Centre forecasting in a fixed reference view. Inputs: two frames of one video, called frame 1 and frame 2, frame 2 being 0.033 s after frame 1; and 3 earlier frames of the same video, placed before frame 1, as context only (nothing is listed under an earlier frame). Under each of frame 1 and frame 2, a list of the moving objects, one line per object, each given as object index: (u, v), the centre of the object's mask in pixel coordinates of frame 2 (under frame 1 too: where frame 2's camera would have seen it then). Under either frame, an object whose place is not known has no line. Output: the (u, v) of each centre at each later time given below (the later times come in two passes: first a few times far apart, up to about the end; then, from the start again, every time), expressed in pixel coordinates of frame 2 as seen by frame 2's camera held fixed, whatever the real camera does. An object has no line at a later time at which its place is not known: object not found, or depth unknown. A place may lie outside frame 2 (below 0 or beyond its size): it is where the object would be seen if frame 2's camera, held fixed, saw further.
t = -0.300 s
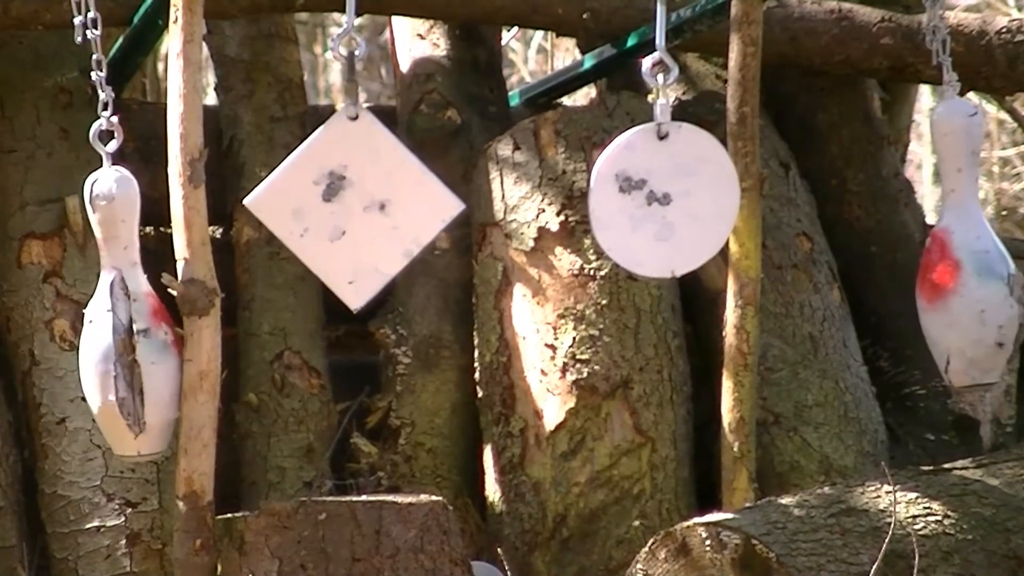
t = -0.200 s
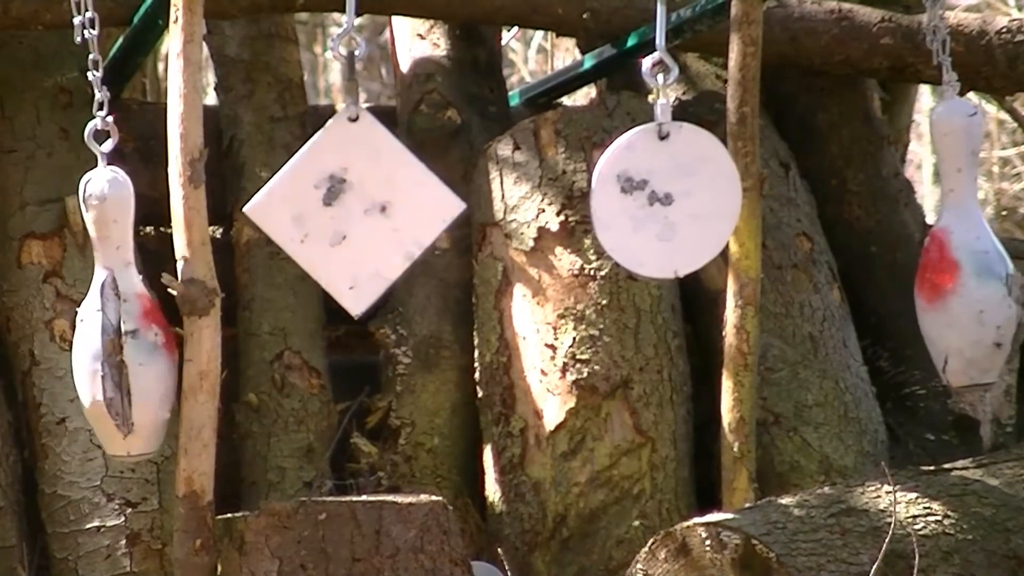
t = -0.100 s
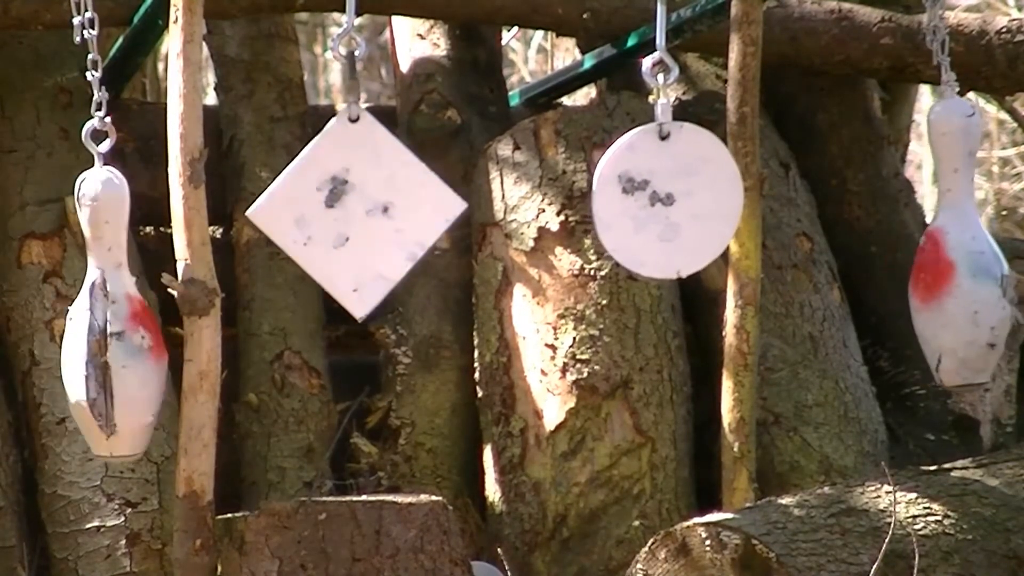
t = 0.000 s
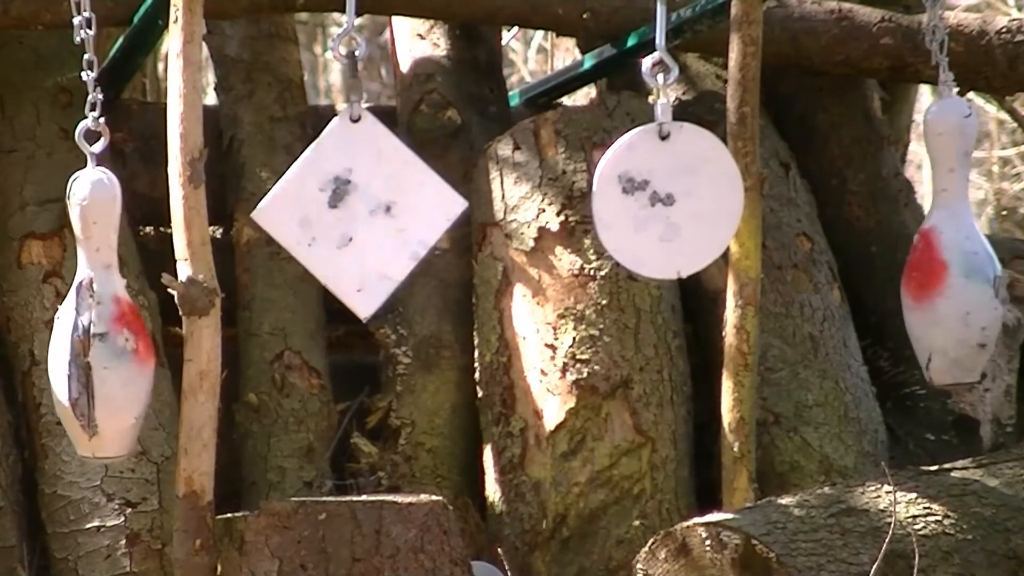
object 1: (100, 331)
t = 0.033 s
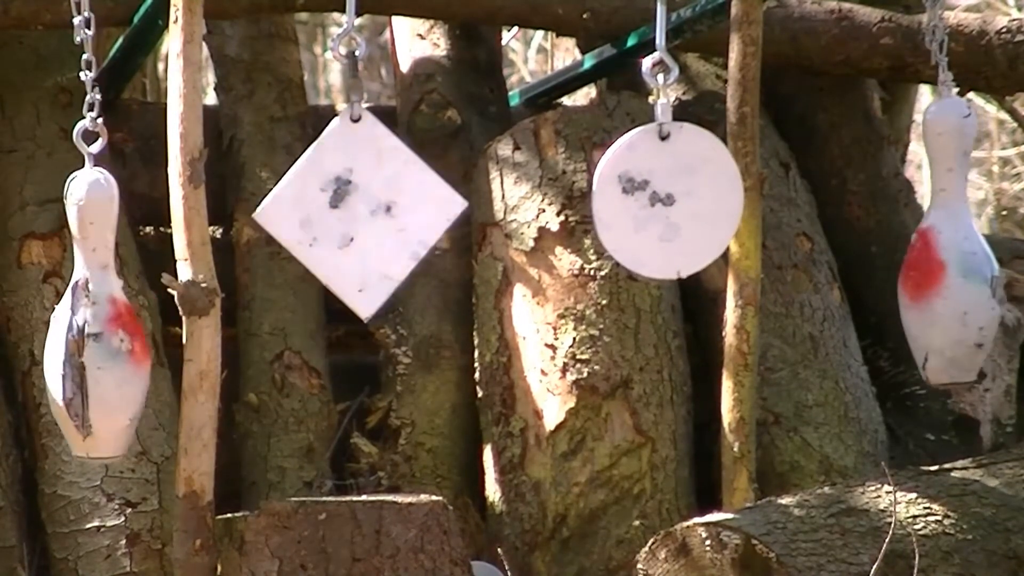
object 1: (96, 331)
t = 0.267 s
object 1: (75, 334)
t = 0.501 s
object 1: (78, 335)
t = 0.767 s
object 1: (104, 335)
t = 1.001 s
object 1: (124, 331)
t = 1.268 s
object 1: (119, 329)
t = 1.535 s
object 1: (92, 330)
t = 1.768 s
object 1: (74, 333)
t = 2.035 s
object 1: (81, 335)
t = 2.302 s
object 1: (109, 333)
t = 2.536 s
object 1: (124, 329)
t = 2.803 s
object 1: (114, 329)
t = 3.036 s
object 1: (89, 330)
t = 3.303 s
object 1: (74, 334)
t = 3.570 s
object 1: (87, 335)
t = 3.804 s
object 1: (111, 333)
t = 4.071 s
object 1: (124, 329)
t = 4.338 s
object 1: (108, 329)
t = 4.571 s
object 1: (85, 331)
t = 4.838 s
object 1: (75, 334)
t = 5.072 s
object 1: (90, 335)
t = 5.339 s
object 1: (116, 332)
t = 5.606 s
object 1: (123, 330)
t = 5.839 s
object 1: (105, 329)
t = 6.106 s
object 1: (80, 332)
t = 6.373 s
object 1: (78, 334)
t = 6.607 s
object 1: (97, 334)
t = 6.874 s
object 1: (120, 331)
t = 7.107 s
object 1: (121, 330)
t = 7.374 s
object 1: (99, 330)
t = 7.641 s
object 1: (77, 333)
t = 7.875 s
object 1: (79, 334)
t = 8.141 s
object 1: (103, 333)
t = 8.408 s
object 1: (123, 330)
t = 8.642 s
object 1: (118, 329)
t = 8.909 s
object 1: (91, 330)
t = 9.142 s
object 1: (74, 333)
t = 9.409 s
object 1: (83, 334)
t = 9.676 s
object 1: (110, 333)
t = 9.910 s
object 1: (125, 330)
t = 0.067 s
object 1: (92, 332)
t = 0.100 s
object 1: (89, 332)
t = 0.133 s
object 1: (85, 332)
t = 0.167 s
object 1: (82, 332)
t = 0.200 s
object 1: (79, 333)
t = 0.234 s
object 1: (77, 334)
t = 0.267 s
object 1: (75, 334)
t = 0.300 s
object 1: (74, 334)
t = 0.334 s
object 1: (73, 334)
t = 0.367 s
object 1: (73, 334)
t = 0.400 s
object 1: (73, 335)
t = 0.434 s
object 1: (74, 335)
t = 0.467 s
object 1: (76, 335)
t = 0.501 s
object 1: (78, 335)
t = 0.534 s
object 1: (80, 335)
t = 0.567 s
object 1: (83, 336)
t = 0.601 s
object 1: (86, 336)
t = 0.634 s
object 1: (89, 336)
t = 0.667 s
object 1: (93, 335)
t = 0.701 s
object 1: (97, 335)
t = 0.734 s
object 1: (100, 335)
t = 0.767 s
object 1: (104, 335)
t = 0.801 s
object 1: (108, 334)
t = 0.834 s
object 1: (111, 333)
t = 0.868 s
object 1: (114, 332)
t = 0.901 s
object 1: (117, 333)
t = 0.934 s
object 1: (120, 332)
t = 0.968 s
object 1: (122, 332)
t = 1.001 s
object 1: (124, 331)
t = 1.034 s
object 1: (125, 330)
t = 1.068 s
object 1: (125, 329)
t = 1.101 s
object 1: (126, 329)
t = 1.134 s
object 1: (125, 329)
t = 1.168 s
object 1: (125, 329)
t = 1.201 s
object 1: (123, 329)
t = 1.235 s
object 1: (121, 329)
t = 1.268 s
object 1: (119, 329)
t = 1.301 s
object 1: (116, 329)
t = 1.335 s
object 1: (113, 329)
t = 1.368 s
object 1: (110, 329)
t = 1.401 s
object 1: (106, 329)
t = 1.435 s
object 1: (103, 329)
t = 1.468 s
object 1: (99, 330)
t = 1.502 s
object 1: (95, 330)
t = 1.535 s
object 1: (92, 330)
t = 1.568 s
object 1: (88, 331)
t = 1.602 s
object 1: (85, 331)
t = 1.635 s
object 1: (82, 332)
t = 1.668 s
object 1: (79, 332)
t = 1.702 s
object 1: (77, 332)
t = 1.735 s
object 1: (75, 333)
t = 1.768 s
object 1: (74, 333)
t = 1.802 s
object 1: (73, 334)
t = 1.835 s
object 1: (73, 334)
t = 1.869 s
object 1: (73, 334)
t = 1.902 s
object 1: (74, 335)
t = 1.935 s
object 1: (75, 334)
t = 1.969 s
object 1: (77, 334)
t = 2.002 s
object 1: (79, 335)
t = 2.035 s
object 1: (81, 335)
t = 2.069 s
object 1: (84, 335)
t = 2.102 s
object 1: (87, 335)
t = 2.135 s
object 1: (91, 335)
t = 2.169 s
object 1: (95, 335)
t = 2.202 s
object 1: (98, 334)
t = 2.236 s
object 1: (102, 334)
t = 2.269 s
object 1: (105, 334)
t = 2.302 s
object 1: (109, 333)
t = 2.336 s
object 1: (112, 333)
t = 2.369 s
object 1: (115, 332)
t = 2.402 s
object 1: (117, 331)
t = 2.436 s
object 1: (120, 331)
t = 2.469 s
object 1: (122, 330)
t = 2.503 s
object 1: (123, 330)
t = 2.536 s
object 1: (124, 329)
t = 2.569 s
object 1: (124, 329)
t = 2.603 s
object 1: (124, 329)
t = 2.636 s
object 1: (124, 328)
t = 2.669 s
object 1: (123, 328)
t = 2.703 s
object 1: (121, 329)
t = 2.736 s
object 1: (119, 328)
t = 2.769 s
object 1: (117, 329)
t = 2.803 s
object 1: (114, 329)
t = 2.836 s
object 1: (111, 329)
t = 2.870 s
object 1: (108, 329)
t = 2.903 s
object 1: (104, 329)
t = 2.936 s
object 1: (100, 329)
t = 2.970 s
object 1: (97, 330)
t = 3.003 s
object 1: (93, 330)
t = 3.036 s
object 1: (89, 330)
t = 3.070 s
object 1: (86, 331)
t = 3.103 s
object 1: (83, 331)
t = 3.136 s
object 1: (81, 331)
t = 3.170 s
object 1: (78, 332)
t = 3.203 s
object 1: (77, 332)
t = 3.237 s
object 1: (75, 333)
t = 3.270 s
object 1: (74, 333)
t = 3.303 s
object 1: (74, 334)
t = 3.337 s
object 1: (74, 334)
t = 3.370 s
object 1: (74, 334)
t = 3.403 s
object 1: (76, 334)
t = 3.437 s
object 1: (77, 334)
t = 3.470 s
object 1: (79, 335)
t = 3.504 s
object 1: (81, 334)
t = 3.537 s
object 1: (84, 334)
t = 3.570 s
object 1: (87, 335)
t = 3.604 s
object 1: (90, 335)
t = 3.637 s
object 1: (94, 335)
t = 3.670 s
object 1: (97, 334)
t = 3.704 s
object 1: (101, 334)
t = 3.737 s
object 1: (105, 334)
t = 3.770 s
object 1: (108, 333)
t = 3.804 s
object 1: (111, 333)
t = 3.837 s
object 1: (114, 332)
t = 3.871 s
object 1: (117, 332)
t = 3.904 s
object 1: (119, 331)
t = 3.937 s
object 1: (121, 331)
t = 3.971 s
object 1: (122, 330)
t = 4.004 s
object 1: (123, 329)
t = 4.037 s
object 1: (124, 329)
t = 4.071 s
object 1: (124, 329)
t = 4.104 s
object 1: (123, 329)
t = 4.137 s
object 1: (123, 329)
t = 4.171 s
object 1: (121, 329)
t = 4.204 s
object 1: (119, 329)
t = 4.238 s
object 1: (117, 329)
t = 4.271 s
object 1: (114, 329)
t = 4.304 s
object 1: (111, 329)
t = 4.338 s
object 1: (108, 329)
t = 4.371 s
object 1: (105, 330)
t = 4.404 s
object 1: (102, 329)
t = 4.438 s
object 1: (98, 329)
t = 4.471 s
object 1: (94, 330)
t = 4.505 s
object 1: (91, 331)
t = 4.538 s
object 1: (88, 332)
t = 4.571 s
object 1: (85, 331)
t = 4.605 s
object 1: (82, 332)
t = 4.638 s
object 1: (80, 332)
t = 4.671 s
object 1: (78, 332)
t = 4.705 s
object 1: (76, 332)
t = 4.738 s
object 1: (76, 333)
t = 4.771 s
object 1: (75, 333)
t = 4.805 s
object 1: (75, 334)
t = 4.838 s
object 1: (75, 334)
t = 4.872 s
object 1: (76, 334)
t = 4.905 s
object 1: (78, 334)
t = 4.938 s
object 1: (79, 334)
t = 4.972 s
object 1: (82, 334)
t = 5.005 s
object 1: (84, 334)
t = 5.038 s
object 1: (87, 335)
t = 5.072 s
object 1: (90, 335)
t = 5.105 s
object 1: (94, 335)
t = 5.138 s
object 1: (97, 335)
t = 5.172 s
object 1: (100, 334)
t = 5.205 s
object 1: (104, 334)
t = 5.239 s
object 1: (107, 334)
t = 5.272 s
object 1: (111, 333)
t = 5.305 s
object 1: (113, 333)
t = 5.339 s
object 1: (116, 332)
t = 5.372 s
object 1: (118, 332)
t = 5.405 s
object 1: (120, 331)
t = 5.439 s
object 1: (122, 331)
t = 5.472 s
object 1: (123, 330)
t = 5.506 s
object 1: (124, 330)
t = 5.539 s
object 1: (124, 330)
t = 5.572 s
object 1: (123, 330)
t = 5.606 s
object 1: (123, 330)
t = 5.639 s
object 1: (122, 330)
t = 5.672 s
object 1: (120, 329)
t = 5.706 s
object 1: (118, 330)
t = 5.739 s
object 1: (115, 329)
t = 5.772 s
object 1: (112, 329)
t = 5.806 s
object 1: (109, 329)
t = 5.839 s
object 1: (105, 329)
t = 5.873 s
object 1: (102, 330)
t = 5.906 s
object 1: (98, 330)
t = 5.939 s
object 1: (95, 330)
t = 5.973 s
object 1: (92, 330)
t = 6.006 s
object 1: (88, 330)
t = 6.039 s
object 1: (85, 331)
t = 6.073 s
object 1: (82, 331)
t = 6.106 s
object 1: (80, 332)
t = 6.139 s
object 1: (78, 332)
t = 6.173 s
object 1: (77, 332)
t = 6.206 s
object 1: (76, 333)
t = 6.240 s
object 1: (75, 333)
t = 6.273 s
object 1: (75, 333)
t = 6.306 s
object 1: (75, 334)
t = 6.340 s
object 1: (76, 334)
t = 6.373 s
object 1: (78, 334)
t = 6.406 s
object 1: (79, 334)
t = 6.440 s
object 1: (81, 334)
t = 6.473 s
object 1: (84, 334)
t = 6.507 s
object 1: (87, 334)
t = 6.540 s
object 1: (90, 335)
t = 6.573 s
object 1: (93, 334)
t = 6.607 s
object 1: (97, 334)
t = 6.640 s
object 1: (100, 333)
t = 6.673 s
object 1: (104, 333)
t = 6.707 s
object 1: (107, 333)
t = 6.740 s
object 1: (110, 333)
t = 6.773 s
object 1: (113, 332)
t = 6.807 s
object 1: (116, 332)
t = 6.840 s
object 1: (118, 331)
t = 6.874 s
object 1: (120, 331)
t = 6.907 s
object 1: (122, 331)
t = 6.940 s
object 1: (123, 330)
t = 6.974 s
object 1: (124, 330)
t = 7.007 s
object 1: (124, 330)
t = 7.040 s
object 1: (123, 330)
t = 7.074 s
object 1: (123, 329)
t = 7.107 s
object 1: (121, 330)
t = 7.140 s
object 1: (120, 330)
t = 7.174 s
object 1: (118, 330)
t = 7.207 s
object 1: (115, 330)
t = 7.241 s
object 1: (112, 330)
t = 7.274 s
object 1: (109, 330)
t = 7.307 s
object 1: (106, 330)
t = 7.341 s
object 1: (102, 330)
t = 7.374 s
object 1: (99, 330)
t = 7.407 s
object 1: (95, 330)
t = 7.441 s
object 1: (92, 330)
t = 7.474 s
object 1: (89, 332)
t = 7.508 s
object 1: (85, 331)
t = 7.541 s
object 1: (83, 332)
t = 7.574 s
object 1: (80, 332)
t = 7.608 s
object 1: (79, 332)
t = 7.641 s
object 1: (77, 333)
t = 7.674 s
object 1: (76, 333)
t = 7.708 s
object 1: (75, 333)
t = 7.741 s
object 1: (75, 333)
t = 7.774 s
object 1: (75, 333)
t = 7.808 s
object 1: (76, 333)
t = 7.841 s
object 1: (77, 334)
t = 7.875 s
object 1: (79, 334)
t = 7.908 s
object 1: (81, 334)
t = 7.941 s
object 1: (84, 334)
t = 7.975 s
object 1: (87, 334)
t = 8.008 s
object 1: (90, 334)
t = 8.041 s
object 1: (93, 334)
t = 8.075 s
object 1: (97, 334)
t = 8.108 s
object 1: (100, 334)
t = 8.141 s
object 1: (103, 333)
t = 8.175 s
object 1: (107, 333)
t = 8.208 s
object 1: (110, 333)
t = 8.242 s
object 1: (113, 332)
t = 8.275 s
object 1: (116, 332)
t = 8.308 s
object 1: (118, 331)
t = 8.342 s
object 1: (120, 331)
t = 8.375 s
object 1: (121, 330)
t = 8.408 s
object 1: (123, 330)
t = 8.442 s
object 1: (123, 329)
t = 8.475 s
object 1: (123, 329)
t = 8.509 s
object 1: (123, 329)
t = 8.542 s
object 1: (122, 329)
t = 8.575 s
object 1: (121, 329)
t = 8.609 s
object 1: (120, 329)
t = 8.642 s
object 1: (118, 329)
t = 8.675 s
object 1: (115, 329)
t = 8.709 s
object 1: (113, 329)
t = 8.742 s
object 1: (109, 329)
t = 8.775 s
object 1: (106, 330)
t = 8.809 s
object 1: (102, 330)
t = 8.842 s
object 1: (99, 330)
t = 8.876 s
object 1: (95, 330)
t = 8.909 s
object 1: (91, 330)
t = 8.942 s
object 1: (88, 331)
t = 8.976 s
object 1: (85, 331)
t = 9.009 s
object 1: (82, 331)
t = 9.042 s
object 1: (79, 332)
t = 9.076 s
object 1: (77, 332)
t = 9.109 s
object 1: (75, 333)
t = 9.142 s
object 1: (74, 333)
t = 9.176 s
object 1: (74, 333)
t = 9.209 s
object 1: (74, 333)
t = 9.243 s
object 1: (74, 333)
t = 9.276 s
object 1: (74, 334)
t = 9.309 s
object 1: (76, 333)
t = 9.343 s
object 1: (78, 334)
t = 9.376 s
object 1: (80, 334)
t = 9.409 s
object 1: (83, 334)
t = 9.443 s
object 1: (86, 334)
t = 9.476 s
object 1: (89, 334)
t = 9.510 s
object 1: (92, 335)
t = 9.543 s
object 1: (96, 334)
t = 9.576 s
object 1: (100, 334)
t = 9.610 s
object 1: (103, 334)
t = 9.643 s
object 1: (107, 334)
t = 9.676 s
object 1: (110, 333)
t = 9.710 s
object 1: (113, 332)
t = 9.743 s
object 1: (116, 332)
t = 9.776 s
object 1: (119, 331)
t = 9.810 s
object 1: (121, 331)
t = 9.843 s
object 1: (123, 331)
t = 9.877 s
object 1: (124, 330)
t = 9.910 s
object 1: (125, 330)
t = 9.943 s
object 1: (125, 330)
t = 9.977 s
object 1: (125, 330)
